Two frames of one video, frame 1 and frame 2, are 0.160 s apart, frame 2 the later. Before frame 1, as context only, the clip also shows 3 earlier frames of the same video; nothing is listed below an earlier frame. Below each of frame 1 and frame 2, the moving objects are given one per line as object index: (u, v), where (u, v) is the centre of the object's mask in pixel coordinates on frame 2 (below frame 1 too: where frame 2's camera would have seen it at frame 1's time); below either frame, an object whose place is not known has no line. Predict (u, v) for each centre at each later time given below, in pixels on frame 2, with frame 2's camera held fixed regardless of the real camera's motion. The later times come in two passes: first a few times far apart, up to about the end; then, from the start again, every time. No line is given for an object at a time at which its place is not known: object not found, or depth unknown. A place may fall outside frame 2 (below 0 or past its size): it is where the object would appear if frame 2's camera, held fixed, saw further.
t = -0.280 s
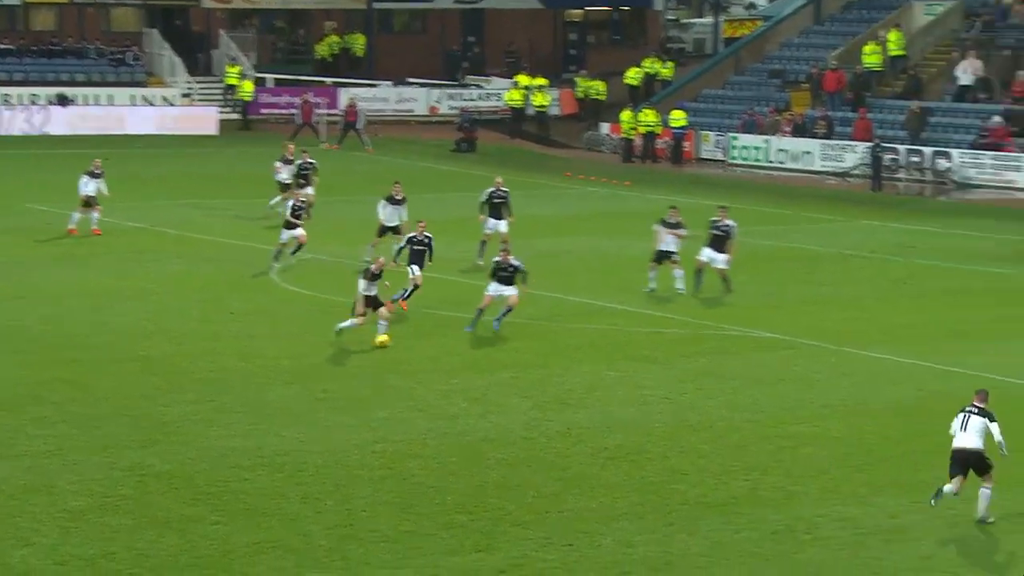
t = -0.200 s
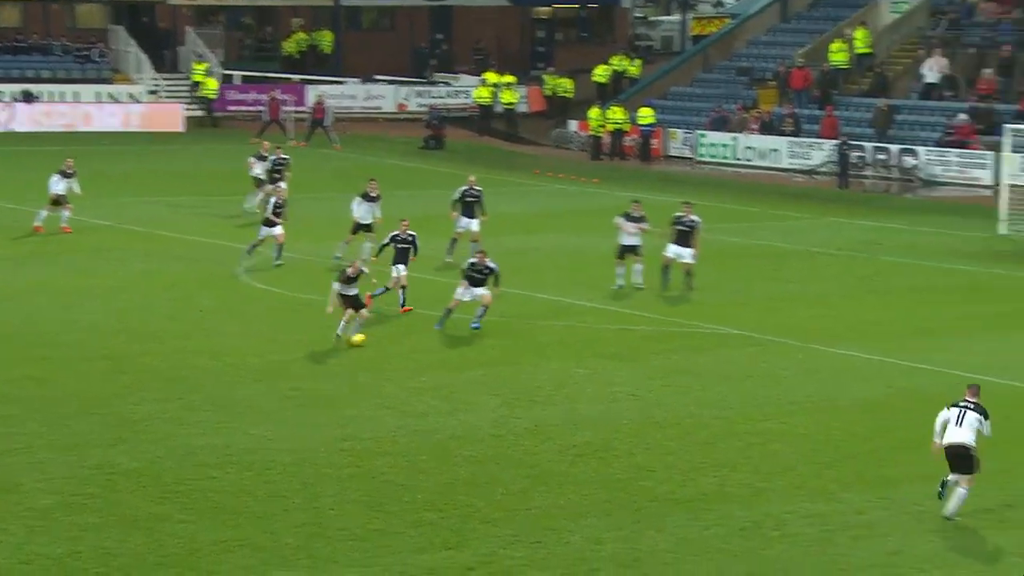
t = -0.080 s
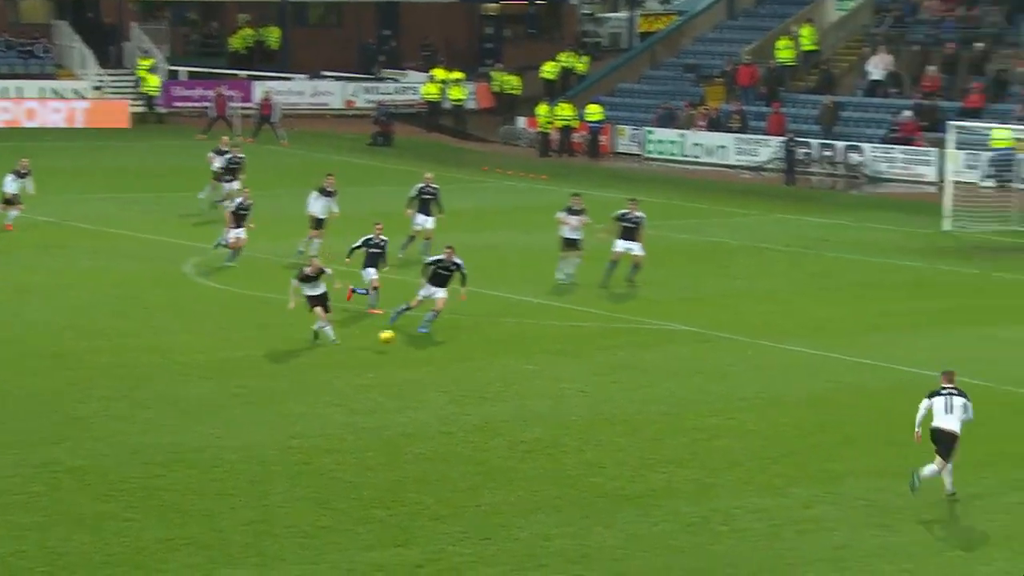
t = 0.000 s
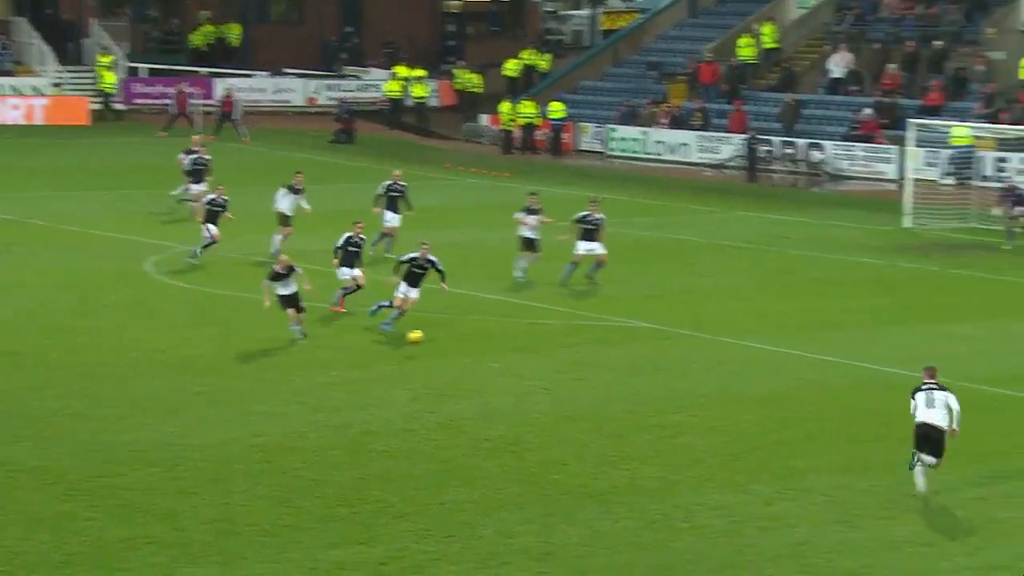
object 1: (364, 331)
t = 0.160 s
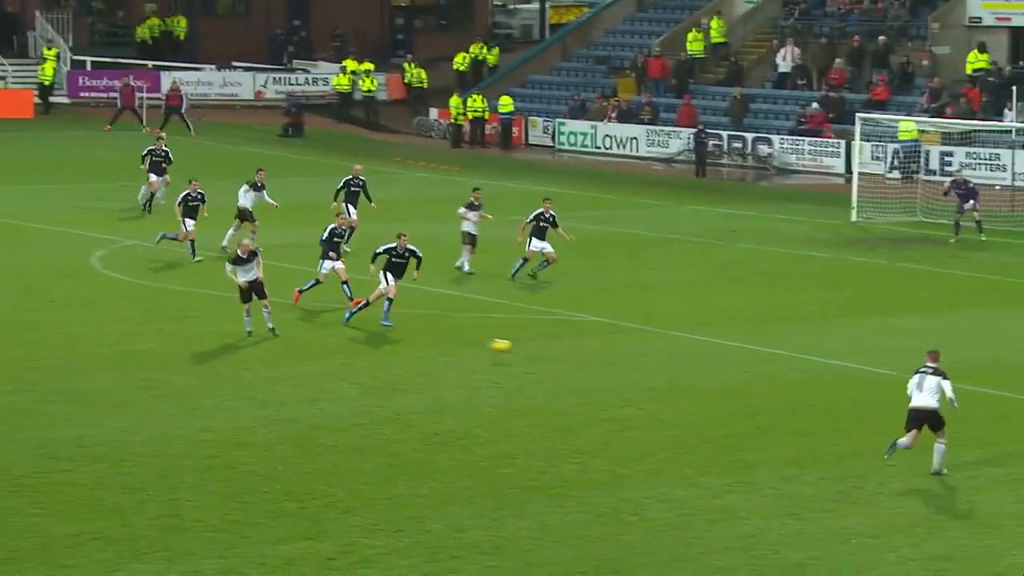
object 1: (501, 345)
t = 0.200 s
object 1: (535, 351)
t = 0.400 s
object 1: (697, 363)
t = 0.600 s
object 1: (859, 384)
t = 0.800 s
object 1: (1017, 399)
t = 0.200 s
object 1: (535, 351)
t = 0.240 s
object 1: (569, 359)
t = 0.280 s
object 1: (603, 363)
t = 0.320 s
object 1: (633, 363)
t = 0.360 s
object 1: (665, 362)
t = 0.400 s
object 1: (697, 363)
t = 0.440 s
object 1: (729, 364)
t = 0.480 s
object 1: (760, 367)
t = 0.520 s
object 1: (792, 372)
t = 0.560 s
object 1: (826, 377)
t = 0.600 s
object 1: (859, 384)
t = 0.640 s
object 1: (893, 392)
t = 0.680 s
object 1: (924, 396)
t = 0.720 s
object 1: (954, 395)
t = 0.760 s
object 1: (986, 397)
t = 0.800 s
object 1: (1017, 399)
